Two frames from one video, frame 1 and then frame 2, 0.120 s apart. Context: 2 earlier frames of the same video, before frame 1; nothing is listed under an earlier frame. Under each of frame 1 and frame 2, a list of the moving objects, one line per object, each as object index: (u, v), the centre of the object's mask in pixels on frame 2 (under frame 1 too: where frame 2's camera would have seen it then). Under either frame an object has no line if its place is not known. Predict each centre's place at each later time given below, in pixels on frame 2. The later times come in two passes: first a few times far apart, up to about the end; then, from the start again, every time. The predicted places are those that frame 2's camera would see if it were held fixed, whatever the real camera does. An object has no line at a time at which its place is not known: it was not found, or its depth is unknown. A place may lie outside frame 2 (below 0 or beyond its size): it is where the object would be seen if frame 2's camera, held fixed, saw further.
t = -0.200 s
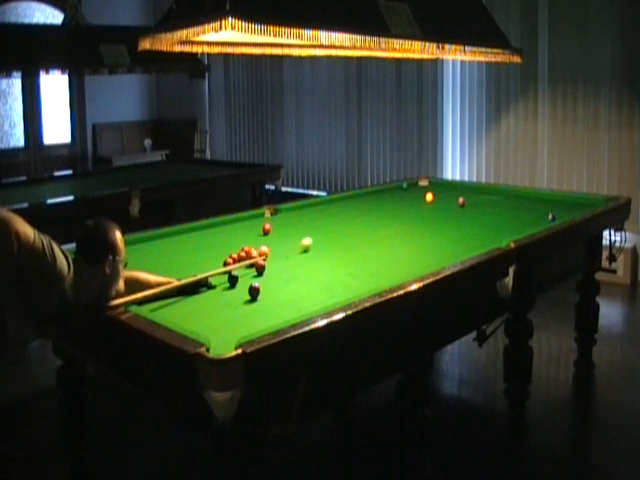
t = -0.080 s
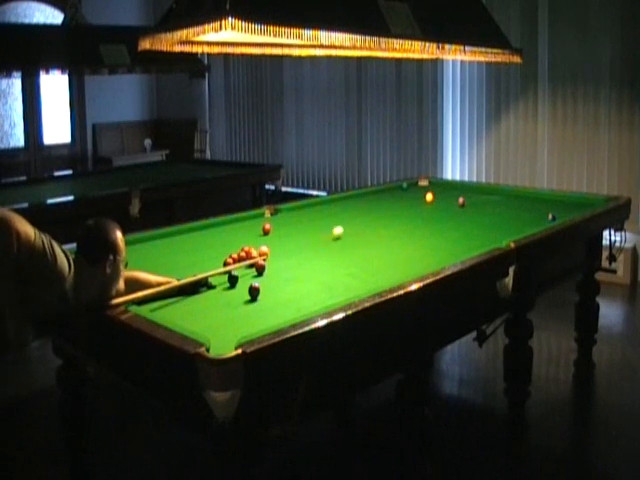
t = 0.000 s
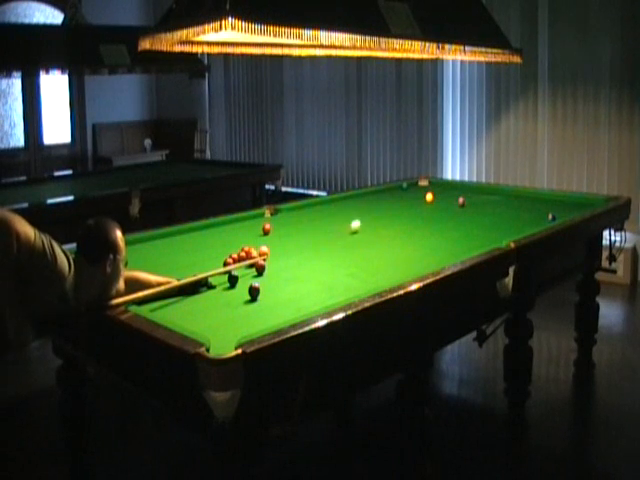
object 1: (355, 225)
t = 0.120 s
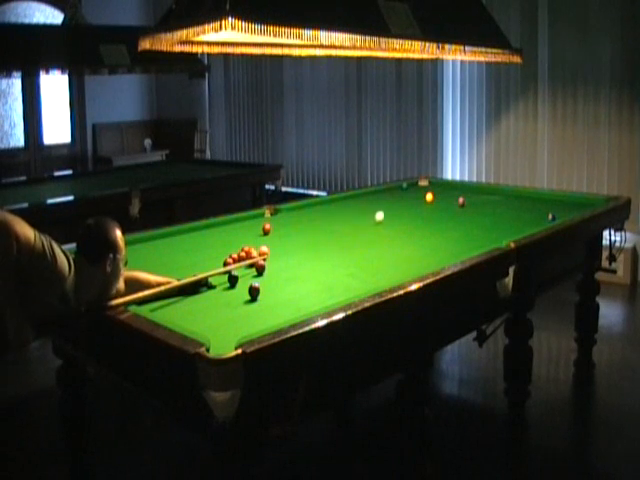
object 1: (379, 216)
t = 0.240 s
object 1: (400, 208)
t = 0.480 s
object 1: (436, 198)
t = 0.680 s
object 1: (464, 196)
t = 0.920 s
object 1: (494, 193)
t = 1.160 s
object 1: (523, 191)
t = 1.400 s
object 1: (526, 194)
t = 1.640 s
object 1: (529, 199)
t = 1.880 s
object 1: (532, 204)
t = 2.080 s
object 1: (535, 208)
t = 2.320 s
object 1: (538, 213)
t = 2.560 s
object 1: (541, 218)
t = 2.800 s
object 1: (544, 222)
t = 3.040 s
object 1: (527, 225)
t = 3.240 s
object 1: (514, 227)
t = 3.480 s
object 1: (499, 229)
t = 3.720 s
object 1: (483, 231)
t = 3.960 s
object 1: (469, 232)
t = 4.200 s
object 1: (455, 233)
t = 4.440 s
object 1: (441, 235)
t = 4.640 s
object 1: (431, 235)
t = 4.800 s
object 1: (422, 236)
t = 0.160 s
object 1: (386, 214)
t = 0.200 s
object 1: (393, 211)
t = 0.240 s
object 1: (400, 208)
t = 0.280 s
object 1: (407, 206)
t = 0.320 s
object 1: (413, 204)
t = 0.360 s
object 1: (419, 202)
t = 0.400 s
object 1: (424, 200)
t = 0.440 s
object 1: (430, 197)
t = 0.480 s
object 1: (436, 198)
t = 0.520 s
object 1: (442, 198)
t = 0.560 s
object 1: (448, 197)
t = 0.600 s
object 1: (453, 197)
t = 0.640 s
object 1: (458, 196)
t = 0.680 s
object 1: (464, 196)
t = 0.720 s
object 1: (469, 195)
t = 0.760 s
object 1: (474, 195)
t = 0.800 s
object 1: (479, 195)
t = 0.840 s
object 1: (484, 194)
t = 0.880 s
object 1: (490, 193)
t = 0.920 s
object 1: (494, 193)
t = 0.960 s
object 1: (499, 193)
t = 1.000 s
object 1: (504, 192)
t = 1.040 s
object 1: (509, 192)
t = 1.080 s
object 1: (513, 192)
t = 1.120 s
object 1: (518, 191)
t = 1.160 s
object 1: (523, 191)
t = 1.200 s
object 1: (524, 191)
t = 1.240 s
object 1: (524, 192)
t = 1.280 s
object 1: (524, 192)
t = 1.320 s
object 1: (525, 193)
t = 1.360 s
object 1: (525, 194)
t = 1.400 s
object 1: (526, 194)
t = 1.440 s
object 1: (527, 195)
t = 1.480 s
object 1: (527, 196)
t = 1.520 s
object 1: (527, 197)
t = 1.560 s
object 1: (528, 197)
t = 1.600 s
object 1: (528, 198)
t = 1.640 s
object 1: (529, 199)
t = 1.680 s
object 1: (529, 200)
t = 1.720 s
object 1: (530, 200)
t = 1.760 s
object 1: (531, 201)
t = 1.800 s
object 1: (531, 202)
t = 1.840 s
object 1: (532, 203)
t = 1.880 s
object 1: (532, 204)
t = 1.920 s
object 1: (533, 204)
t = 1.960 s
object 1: (533, 205)
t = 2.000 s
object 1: (534, 206)
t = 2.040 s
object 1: (534, 207)
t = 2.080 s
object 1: (535, 208)
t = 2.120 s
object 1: (535, 208)
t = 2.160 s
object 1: (536, 209)
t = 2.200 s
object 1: (536, 210)
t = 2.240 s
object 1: (537, 211)
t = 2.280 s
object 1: (537, 212)
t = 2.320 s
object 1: (538, 213)
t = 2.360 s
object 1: (538, 213)
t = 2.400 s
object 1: (539, 214)
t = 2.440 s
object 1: (539, 215)
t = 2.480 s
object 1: (540, 216)
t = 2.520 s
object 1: (540, 217)
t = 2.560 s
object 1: (541, 218)
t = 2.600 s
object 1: (541, 219)
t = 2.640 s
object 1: (542, 219)
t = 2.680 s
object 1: (542, 220)
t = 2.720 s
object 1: (543, 221)
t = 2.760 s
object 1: (543, 221)
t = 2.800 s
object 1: (544, 222)
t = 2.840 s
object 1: (541, 223)
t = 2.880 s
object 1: (538, 224)
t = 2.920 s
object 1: (536, 224)
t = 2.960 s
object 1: (533, 224)
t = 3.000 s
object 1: (530, 225)
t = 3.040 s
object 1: (527, 225)
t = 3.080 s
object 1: (525, 225)
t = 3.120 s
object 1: (522, 226)
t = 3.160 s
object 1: (519, 226)
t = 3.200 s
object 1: (517, 226)
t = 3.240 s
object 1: (514, 227)
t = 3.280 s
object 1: (512, 227)
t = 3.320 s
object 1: (509, 228)
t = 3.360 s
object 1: (506, 228)
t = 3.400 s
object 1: (504, 229)
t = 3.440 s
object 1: (501, 229)
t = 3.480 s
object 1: (499, 229)
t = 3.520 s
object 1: (496, 229)
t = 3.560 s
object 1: (494, 229)
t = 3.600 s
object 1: (491, 230)
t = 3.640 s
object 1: (488, 230)
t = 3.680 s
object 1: (486, 230)
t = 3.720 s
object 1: (483, 231)
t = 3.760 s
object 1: (481, 231)
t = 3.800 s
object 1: (478, 231)
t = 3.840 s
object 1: (476, 231)
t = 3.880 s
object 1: (473, 231)
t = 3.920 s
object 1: (471, 232)
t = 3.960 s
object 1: (469, 232)
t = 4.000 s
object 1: (466, 232)
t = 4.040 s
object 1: (464, 232)
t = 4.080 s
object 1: (462, 233)
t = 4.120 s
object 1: (459, 233)
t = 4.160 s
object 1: (457, 233)
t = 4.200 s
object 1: (455, 233)
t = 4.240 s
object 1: (452, 233)
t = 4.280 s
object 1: (450, 234)
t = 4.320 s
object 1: (448, 234)
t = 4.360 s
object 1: (445, 234)
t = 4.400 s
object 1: (443, 234)
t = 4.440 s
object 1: (441, 235)
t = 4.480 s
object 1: (439, 235)
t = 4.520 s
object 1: (437, 235)
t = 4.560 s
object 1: (435, 235)
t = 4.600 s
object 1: (433, 235)
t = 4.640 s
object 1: (431, 235)
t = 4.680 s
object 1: (428, 236)
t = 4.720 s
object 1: (426, 236)
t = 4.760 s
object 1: (424, 236)
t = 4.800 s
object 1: (422, 236)
